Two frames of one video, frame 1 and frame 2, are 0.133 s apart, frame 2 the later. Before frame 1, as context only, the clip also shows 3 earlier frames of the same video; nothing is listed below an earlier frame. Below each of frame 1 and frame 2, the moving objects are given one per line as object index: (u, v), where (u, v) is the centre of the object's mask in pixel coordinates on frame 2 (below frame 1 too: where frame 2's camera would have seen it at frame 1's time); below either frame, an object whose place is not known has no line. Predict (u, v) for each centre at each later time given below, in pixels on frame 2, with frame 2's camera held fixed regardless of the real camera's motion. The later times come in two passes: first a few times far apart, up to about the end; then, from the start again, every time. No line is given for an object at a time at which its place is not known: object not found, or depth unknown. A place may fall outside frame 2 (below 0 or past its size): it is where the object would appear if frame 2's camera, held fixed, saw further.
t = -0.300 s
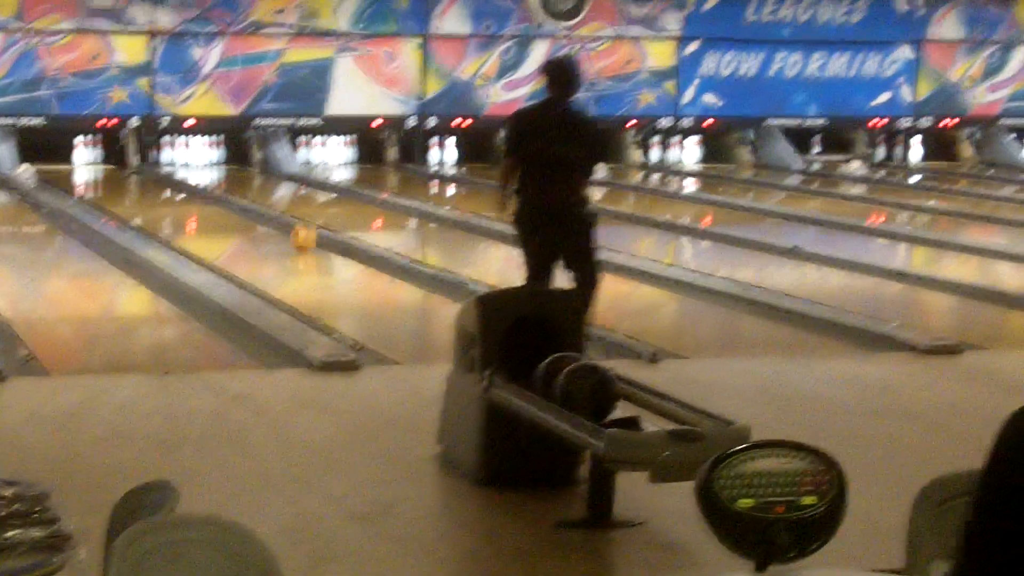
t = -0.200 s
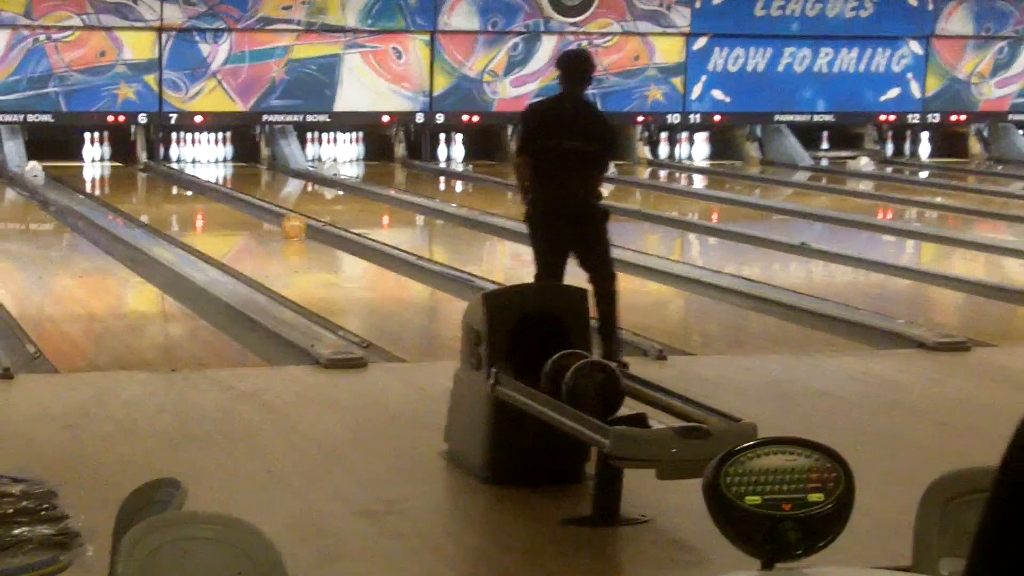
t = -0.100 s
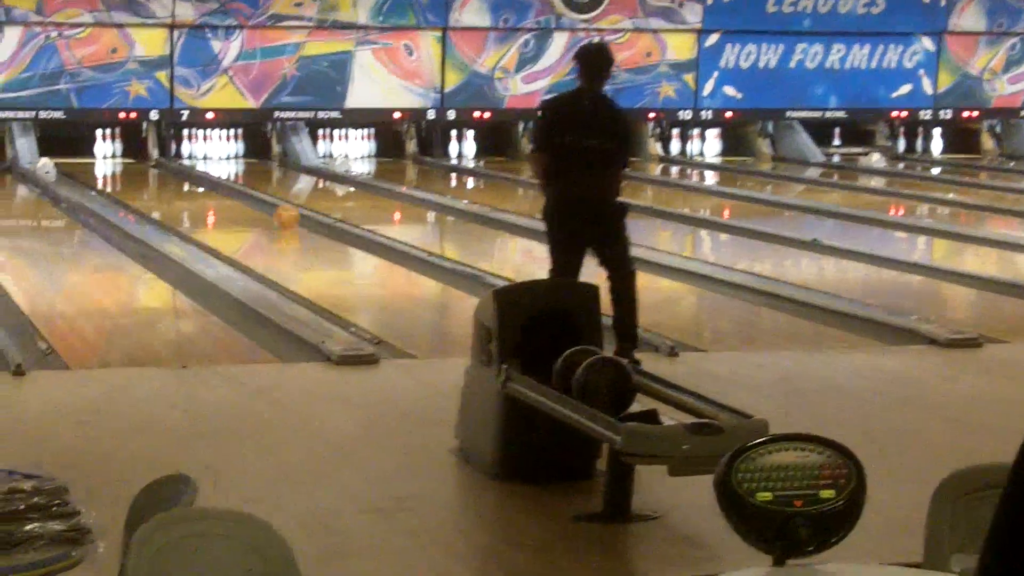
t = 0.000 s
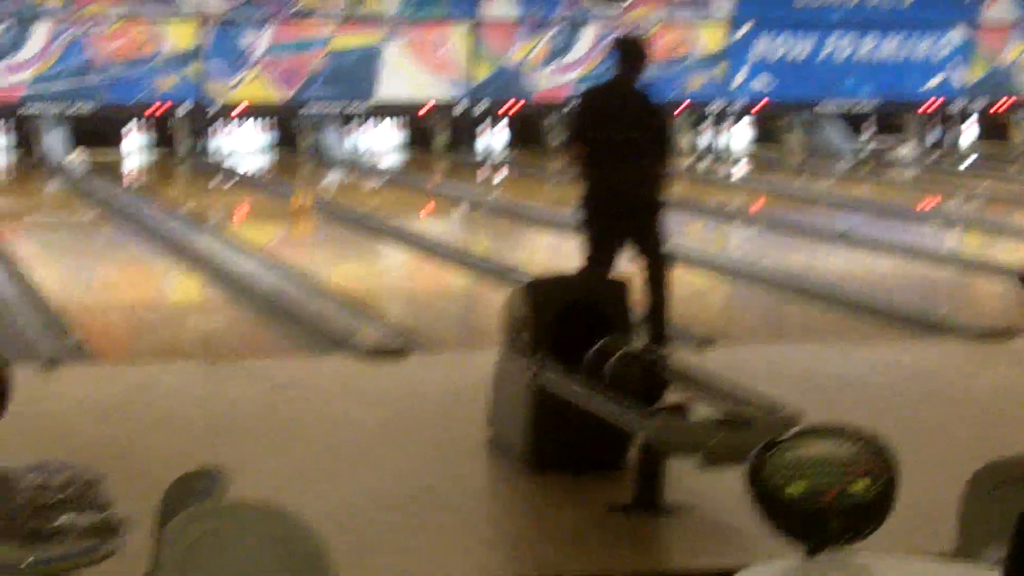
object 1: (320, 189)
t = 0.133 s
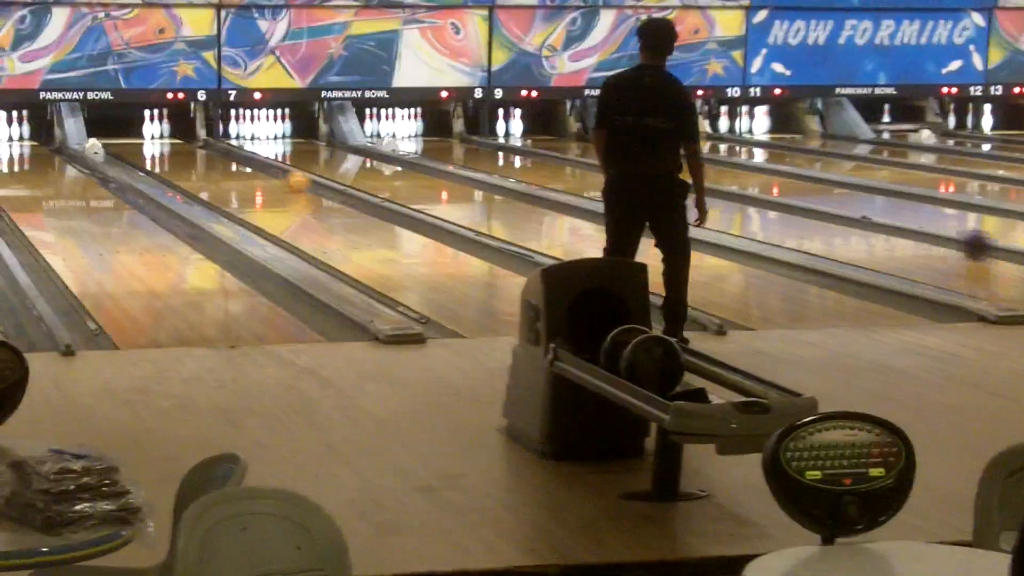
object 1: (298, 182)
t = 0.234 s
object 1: (283, 176)
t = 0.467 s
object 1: (253, 163)
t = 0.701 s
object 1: (226, 154)
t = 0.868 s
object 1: (208, 147)
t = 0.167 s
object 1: (294, 180)
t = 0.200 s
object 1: (289, 178)
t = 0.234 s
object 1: (283, 176)
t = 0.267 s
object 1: (278, 173)
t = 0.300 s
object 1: (275, 172)
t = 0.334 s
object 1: (270, 169)
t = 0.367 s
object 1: (266, 168)
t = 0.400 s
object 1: (261, 167)
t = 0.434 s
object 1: (258, 165)
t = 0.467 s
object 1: (253, 163)
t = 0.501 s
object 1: (249, 162)
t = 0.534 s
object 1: (245, 161)
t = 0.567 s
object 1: (241, 160)
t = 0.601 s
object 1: (237, 158)
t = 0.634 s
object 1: (233, 157)
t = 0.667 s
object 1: (229, 156)
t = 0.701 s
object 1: (226, 154)
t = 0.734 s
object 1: (222, 153)
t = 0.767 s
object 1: (219, 151)
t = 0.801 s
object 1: (215, 150)
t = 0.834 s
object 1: (212, 149)
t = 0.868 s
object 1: (208, 147)
